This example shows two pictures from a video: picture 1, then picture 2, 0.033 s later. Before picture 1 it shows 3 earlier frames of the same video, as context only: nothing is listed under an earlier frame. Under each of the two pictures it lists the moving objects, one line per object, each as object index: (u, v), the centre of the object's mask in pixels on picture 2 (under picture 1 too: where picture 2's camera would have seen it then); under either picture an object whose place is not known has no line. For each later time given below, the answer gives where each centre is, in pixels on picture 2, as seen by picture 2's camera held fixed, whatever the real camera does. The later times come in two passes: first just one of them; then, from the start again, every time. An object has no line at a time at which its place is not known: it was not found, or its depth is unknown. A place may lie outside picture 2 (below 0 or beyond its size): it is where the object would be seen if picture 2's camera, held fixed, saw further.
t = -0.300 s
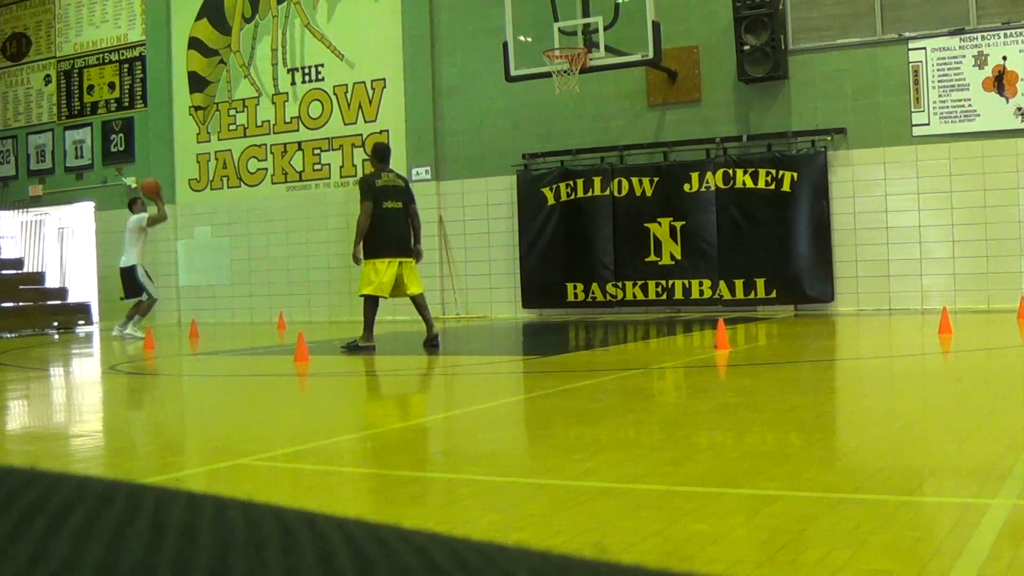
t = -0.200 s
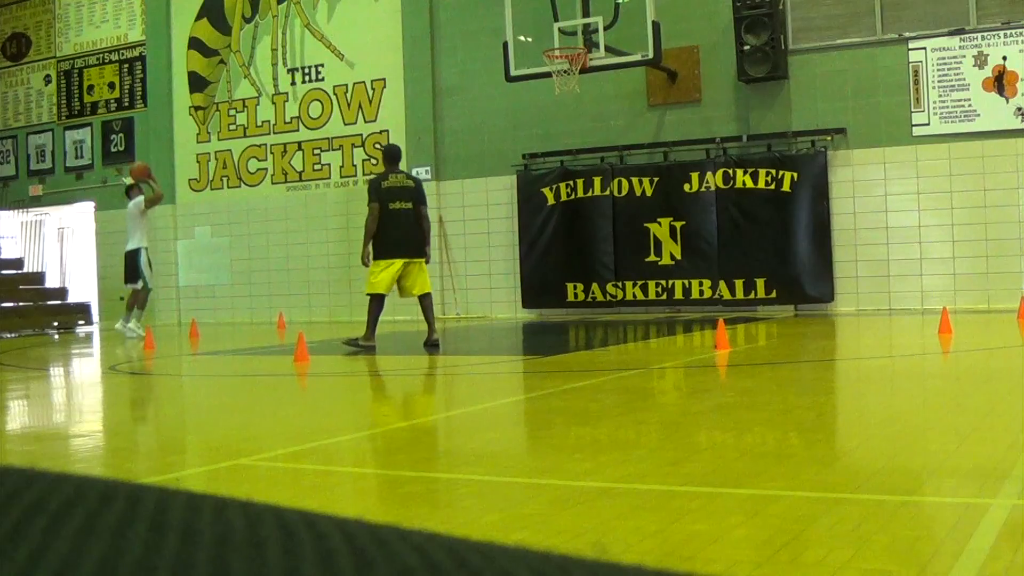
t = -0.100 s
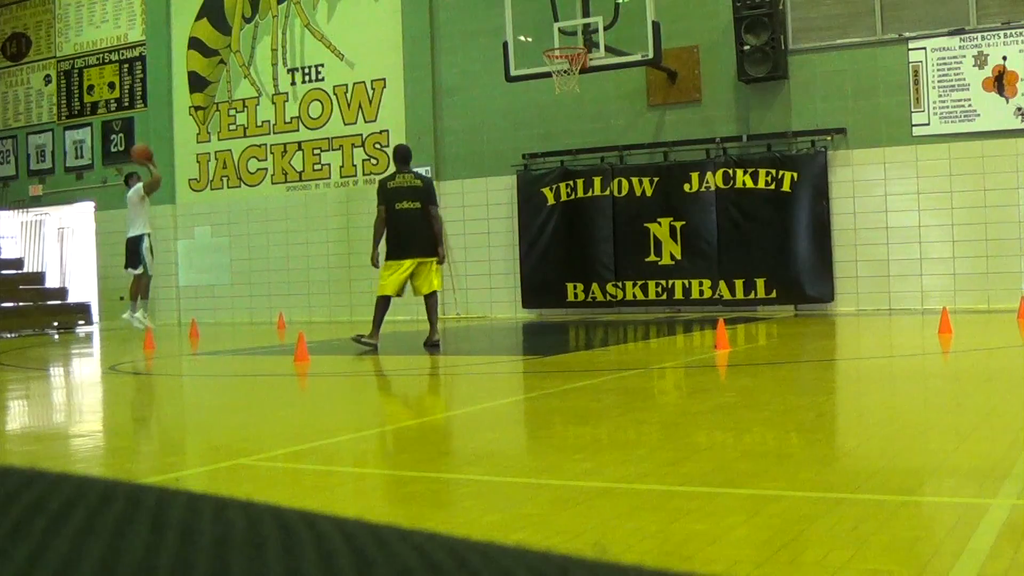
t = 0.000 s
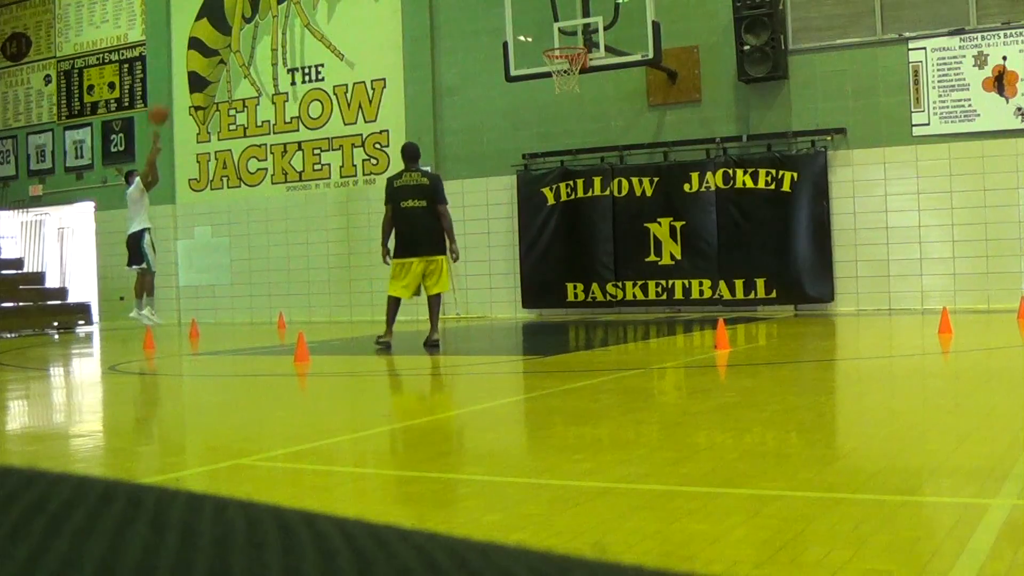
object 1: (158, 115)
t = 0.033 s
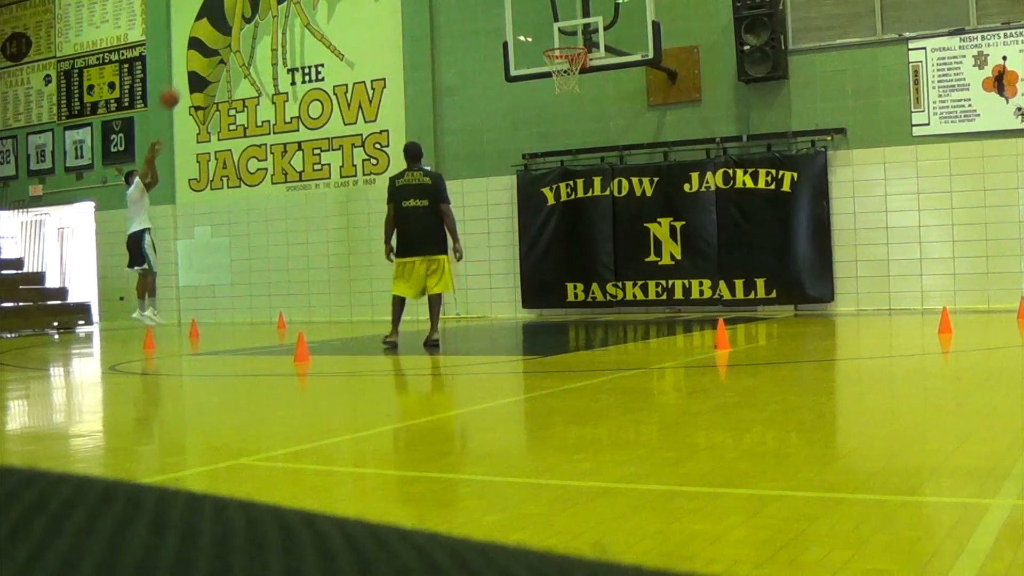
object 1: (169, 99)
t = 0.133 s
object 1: (203, 53)
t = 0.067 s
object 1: (180, 83)
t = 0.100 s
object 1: (191, 68)
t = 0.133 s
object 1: (203, 53)
